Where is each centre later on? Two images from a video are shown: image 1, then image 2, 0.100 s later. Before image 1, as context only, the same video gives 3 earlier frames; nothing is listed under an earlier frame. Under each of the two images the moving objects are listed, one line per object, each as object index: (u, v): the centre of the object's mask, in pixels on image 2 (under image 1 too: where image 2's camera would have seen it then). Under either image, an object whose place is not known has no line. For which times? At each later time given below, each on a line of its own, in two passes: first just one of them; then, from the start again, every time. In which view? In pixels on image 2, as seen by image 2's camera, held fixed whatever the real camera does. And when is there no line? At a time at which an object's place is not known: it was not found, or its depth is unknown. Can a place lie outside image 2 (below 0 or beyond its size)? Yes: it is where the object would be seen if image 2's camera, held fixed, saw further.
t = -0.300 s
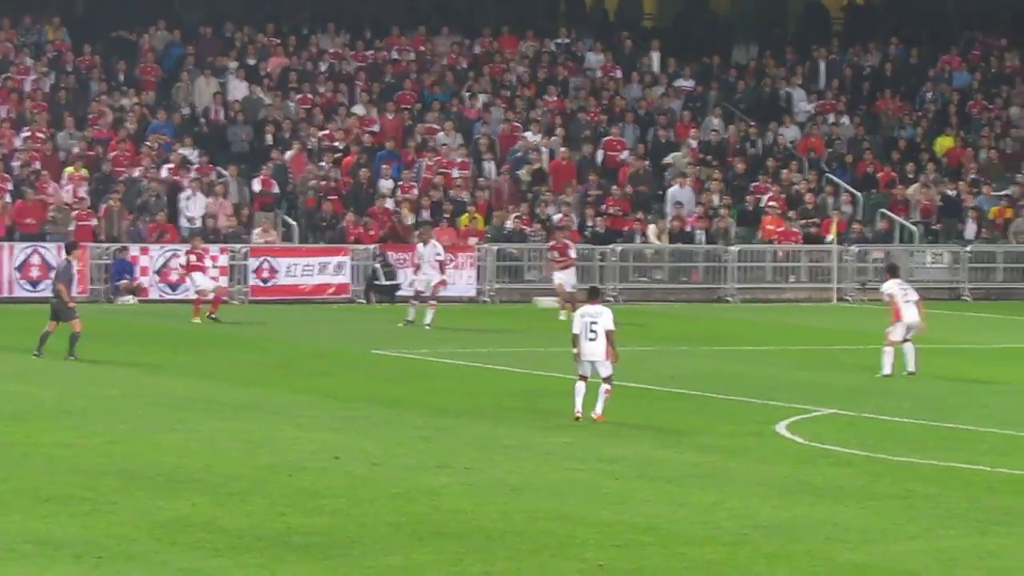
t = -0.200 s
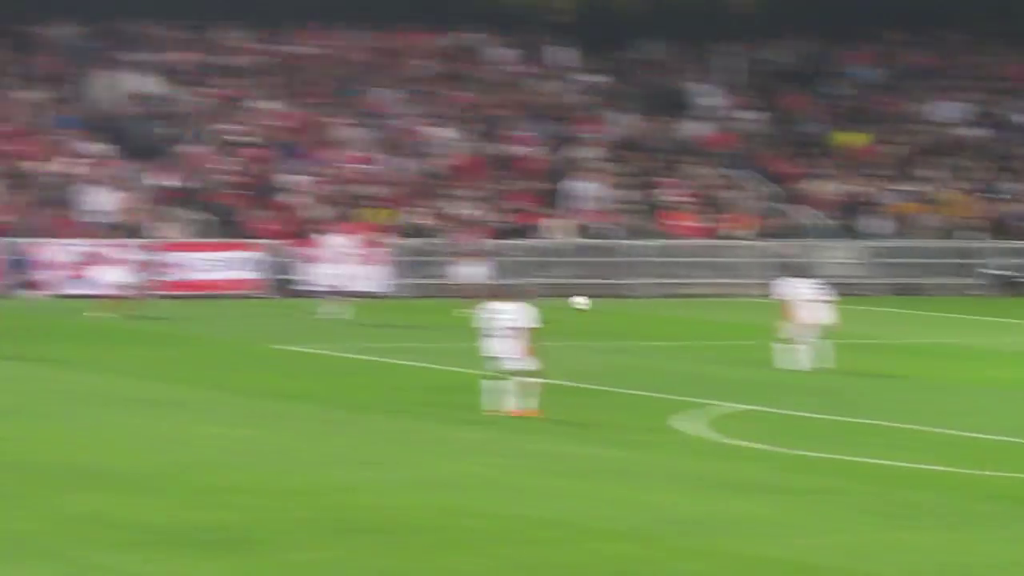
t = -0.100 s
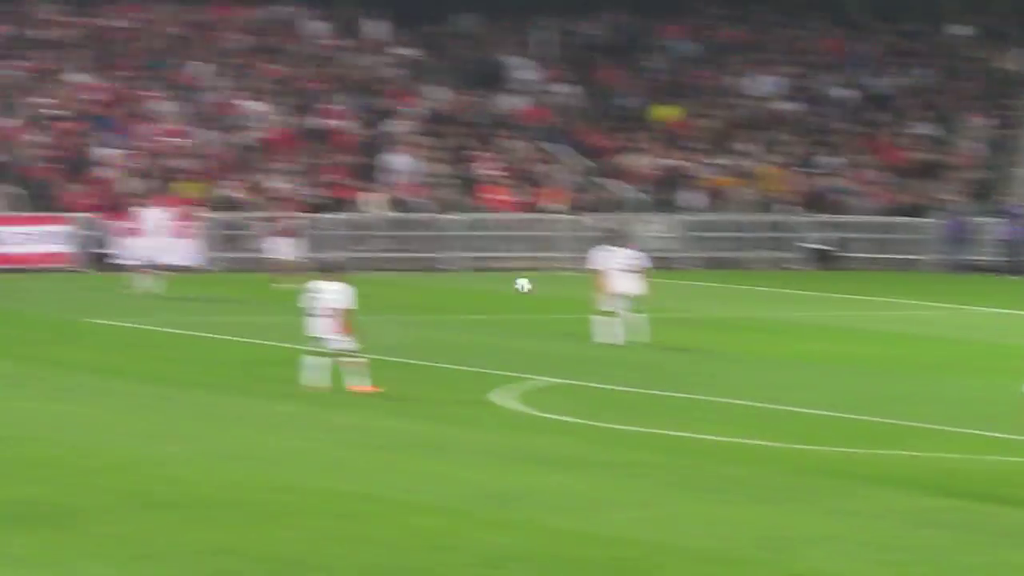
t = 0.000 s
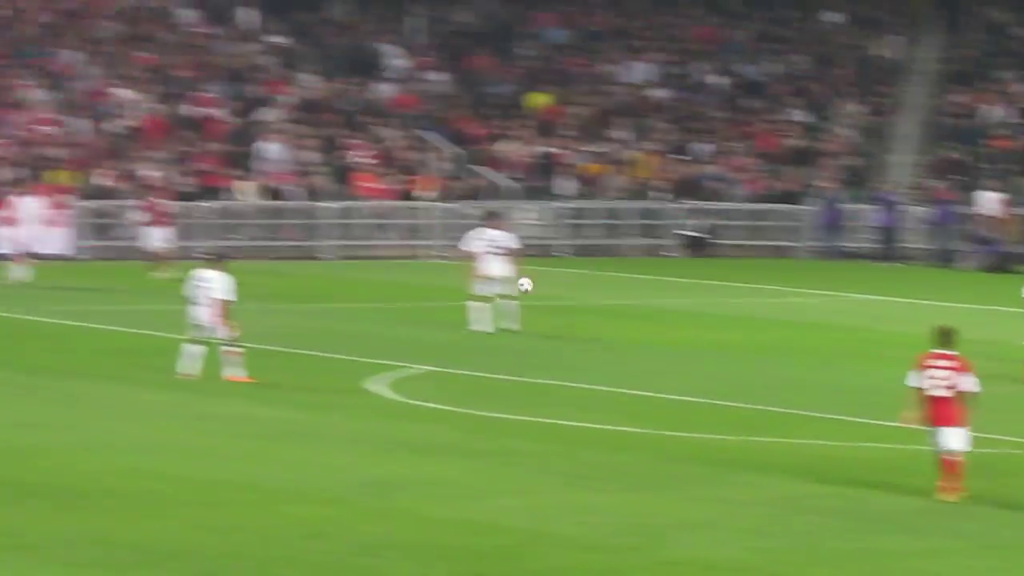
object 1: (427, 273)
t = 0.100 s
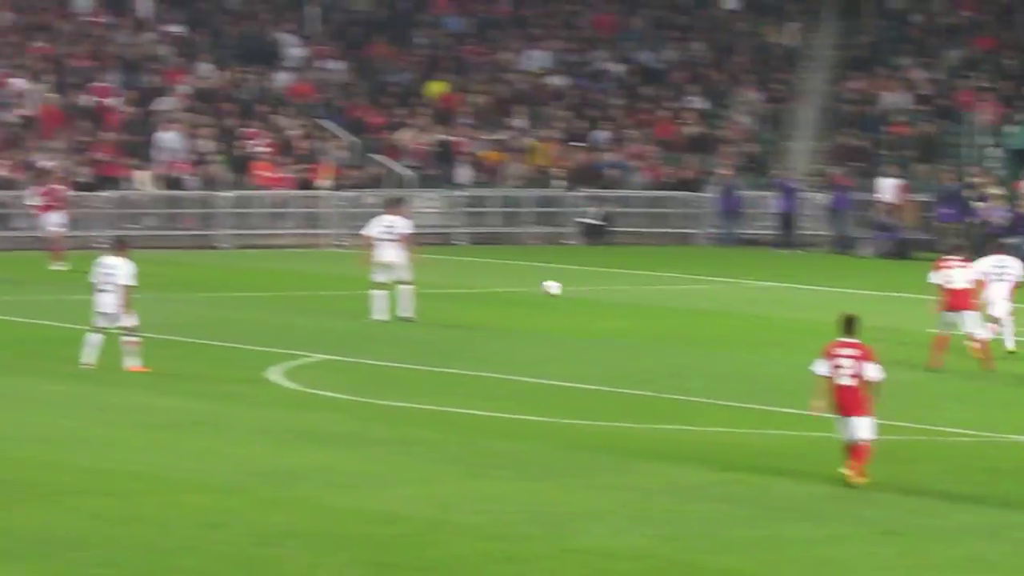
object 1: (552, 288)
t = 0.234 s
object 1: (723, 313)
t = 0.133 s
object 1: (594, 293)
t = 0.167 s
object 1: (637, 298)
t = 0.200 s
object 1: (679, 306)
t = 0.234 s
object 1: (723, 313)
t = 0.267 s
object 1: (766, 320)
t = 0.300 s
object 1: (808, 321)
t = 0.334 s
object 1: (843, 319)
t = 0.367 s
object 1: (887, 315)
